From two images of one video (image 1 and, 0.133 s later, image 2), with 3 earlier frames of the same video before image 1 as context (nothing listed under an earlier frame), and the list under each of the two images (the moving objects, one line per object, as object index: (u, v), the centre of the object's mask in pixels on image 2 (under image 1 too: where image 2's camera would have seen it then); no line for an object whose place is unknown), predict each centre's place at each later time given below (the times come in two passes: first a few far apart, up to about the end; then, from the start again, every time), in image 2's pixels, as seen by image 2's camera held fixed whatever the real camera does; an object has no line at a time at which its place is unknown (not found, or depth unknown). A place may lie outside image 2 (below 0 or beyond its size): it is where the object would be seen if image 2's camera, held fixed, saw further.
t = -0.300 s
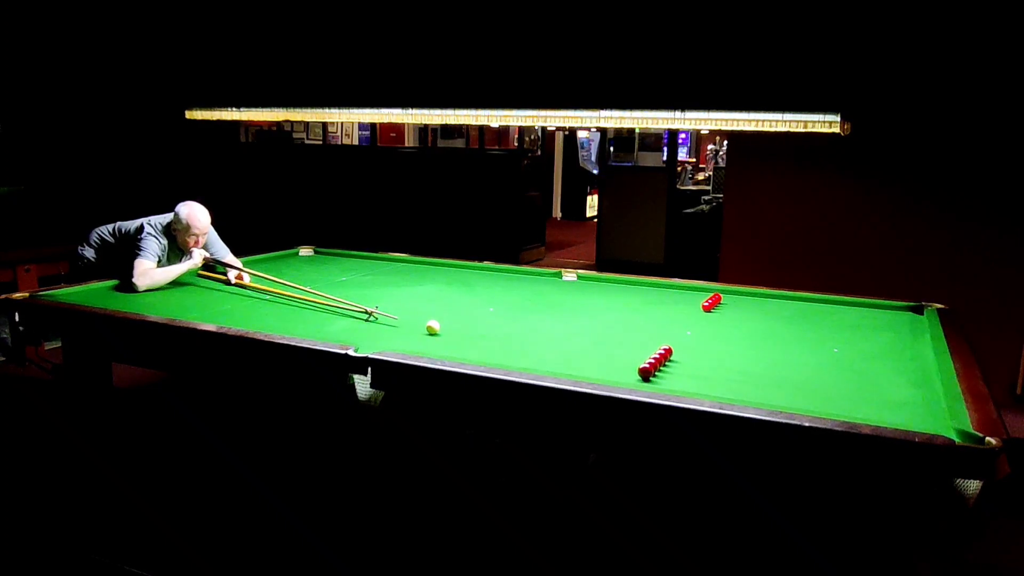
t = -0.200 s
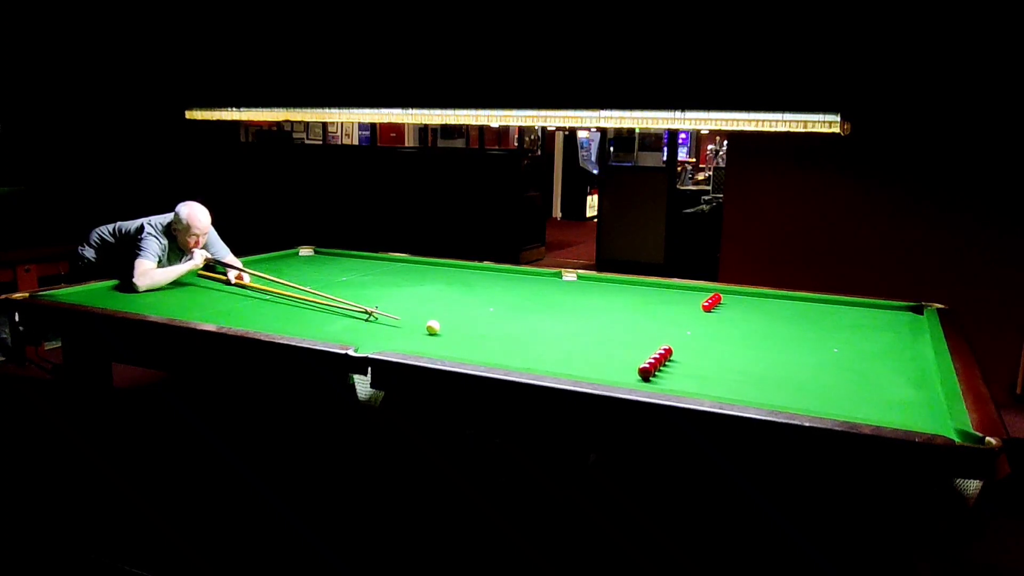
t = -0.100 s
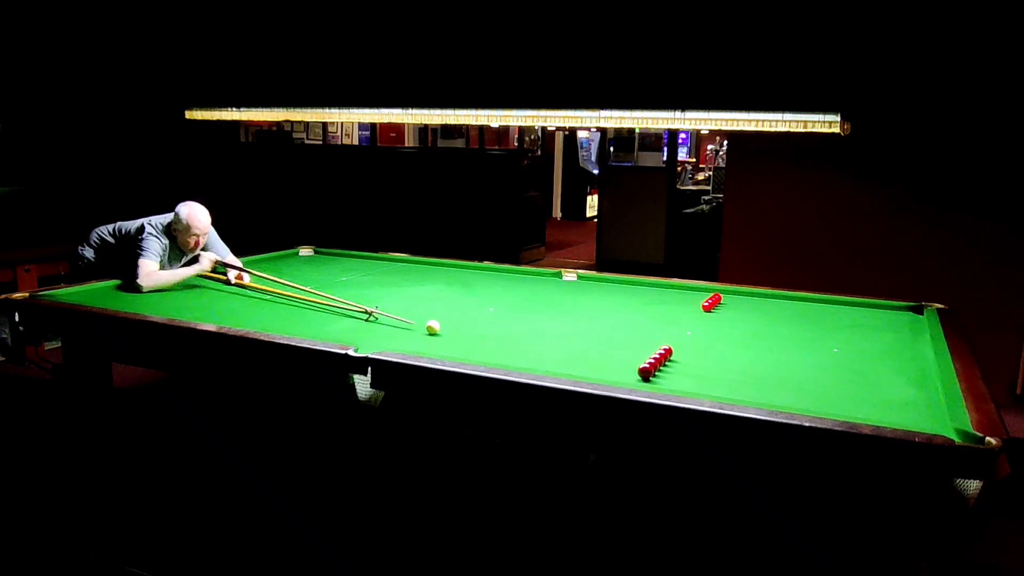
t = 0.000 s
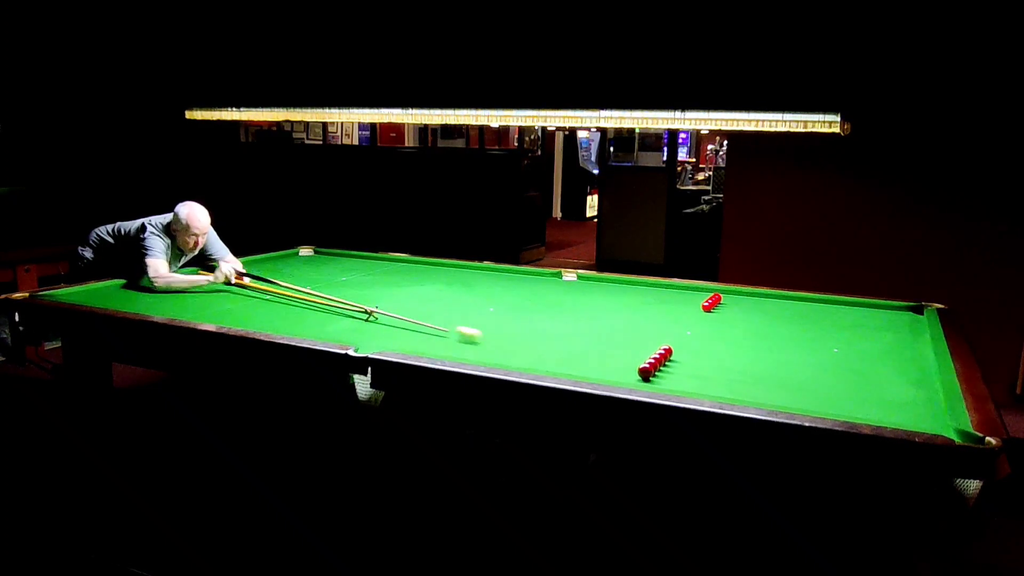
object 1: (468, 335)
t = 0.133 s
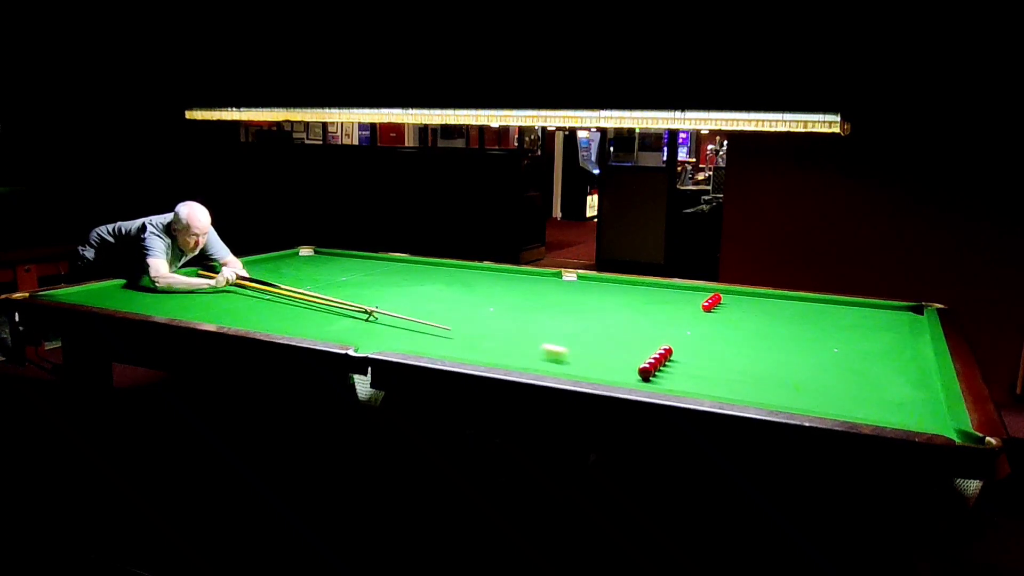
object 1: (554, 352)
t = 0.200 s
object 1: (599, 362)
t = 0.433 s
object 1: (634, 369)
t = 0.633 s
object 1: (636, 370)
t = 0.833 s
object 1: (638, 370)
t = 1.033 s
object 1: (639, 370)
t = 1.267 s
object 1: (639, 370)
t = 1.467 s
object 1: (639, 370)
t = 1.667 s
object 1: (639, 370)
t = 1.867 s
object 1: (639, 370)
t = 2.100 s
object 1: (639, 370)
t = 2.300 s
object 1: (639, 370)
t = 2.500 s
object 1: (639, 370)
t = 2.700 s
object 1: (639, 370)
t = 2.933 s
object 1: (639, 370)
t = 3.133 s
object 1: (639, 370)
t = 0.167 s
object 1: (577, 358)
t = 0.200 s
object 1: (599, 362)
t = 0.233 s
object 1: (622, 367)
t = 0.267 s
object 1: (631, 368)
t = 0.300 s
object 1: (632, 369)
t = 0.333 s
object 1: (632, 369)
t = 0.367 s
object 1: (633, 369)
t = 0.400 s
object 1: (633, 369)
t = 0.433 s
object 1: (634, 369)
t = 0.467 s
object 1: (634, 369)
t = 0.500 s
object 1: (635, 370)
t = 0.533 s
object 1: (635, 370)
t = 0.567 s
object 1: (636, 370)
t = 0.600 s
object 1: (636, 370)
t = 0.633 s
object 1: (636, 370)
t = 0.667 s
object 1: (637, 370)
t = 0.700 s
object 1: (637, 370)
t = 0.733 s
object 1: (637, 370)
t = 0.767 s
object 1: (638, 370)
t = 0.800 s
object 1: (638, 371)
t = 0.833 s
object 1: (638, 370)
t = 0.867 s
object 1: (638, 370)
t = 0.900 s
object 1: (638, 370)
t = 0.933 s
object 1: (639, 370)
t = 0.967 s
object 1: (639, 371)
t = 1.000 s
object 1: (639, 370)
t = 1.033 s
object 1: (639, 370)
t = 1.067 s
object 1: (639, 371)
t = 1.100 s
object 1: (639, 370)
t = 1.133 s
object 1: (639, 370)
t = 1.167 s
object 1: (639, 371)
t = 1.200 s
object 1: (639, 370)
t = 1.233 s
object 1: (639, 370)
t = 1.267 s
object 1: (639, 370)
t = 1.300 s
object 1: (639, 370)
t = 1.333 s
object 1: (639, 370)
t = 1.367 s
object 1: (639, 370)
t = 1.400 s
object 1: (639, 370)
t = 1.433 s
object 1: (639, 370)
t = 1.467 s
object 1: (639, 370)
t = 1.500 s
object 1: (639, 370)
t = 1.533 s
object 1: (639, 370)
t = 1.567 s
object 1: (639, 370)
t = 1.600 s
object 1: (639, 370)
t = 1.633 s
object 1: (639, 370)
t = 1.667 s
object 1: (639, 370)
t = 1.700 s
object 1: (639, 370)
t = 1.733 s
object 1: (639, 370)
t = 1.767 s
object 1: (639, 370)
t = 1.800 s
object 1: (639, 370)
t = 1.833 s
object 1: (639, 370)
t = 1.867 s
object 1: (639, 370)
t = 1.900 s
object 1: (639, 370)
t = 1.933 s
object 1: (639, 370)
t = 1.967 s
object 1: (639, 370)
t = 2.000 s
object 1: (639, 370)
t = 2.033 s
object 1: (639, 370)
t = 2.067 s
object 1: (639, 370)
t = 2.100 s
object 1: (639, 370)
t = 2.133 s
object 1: (639, 370)
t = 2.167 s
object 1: (639, 370)
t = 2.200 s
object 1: (639, 370)
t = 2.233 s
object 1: (639, 370)
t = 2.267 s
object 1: (639, 370)
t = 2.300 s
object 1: (639, 370)
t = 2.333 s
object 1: (639, 370)
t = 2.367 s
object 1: (639, 370)
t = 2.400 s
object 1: (639, 370)
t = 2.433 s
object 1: (639, 370)
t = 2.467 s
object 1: (639, 370)
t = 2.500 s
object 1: (639, 370)
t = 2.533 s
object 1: (639, 370)
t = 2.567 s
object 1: (639, 370)
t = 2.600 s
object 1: (639, 370)
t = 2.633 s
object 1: (639, 370)
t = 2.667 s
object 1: (639, 370)
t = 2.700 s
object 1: (639, 370)
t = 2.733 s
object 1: (639, 370)
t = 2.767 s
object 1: (639, 370)
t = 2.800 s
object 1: (639, 370)
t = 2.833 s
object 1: (639, 370)
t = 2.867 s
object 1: (639, 370)
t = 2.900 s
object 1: (639, 370)
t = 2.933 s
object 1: (639, 370)
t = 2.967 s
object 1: (639, 370)
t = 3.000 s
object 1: (639, 370)
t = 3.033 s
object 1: (639, 370)
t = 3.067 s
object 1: (639, 370)
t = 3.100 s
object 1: (639, 370)
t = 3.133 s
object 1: (639, 370)
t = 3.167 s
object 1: (639, 370)
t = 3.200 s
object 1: (639, 370)
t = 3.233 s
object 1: (639, 370)
